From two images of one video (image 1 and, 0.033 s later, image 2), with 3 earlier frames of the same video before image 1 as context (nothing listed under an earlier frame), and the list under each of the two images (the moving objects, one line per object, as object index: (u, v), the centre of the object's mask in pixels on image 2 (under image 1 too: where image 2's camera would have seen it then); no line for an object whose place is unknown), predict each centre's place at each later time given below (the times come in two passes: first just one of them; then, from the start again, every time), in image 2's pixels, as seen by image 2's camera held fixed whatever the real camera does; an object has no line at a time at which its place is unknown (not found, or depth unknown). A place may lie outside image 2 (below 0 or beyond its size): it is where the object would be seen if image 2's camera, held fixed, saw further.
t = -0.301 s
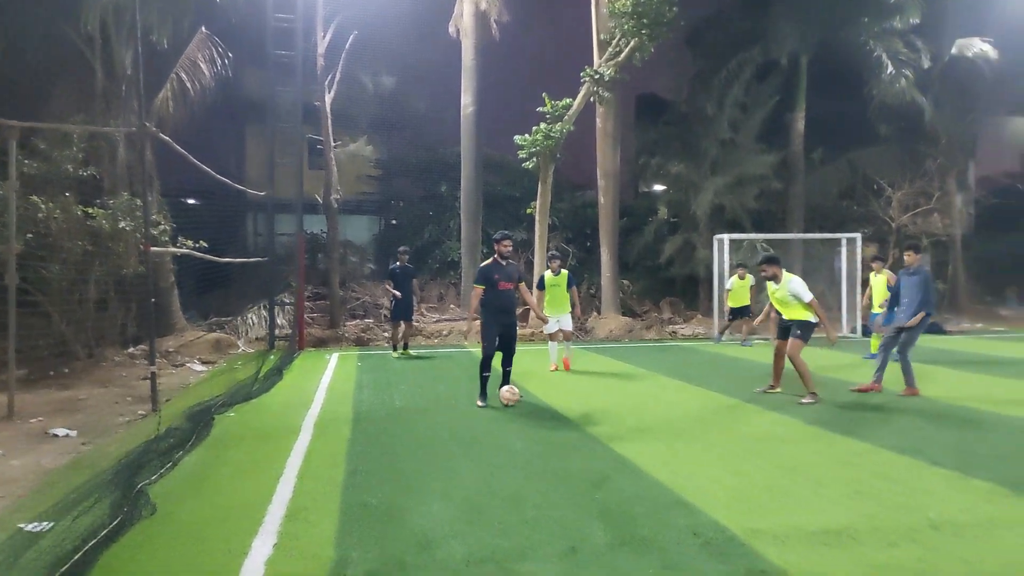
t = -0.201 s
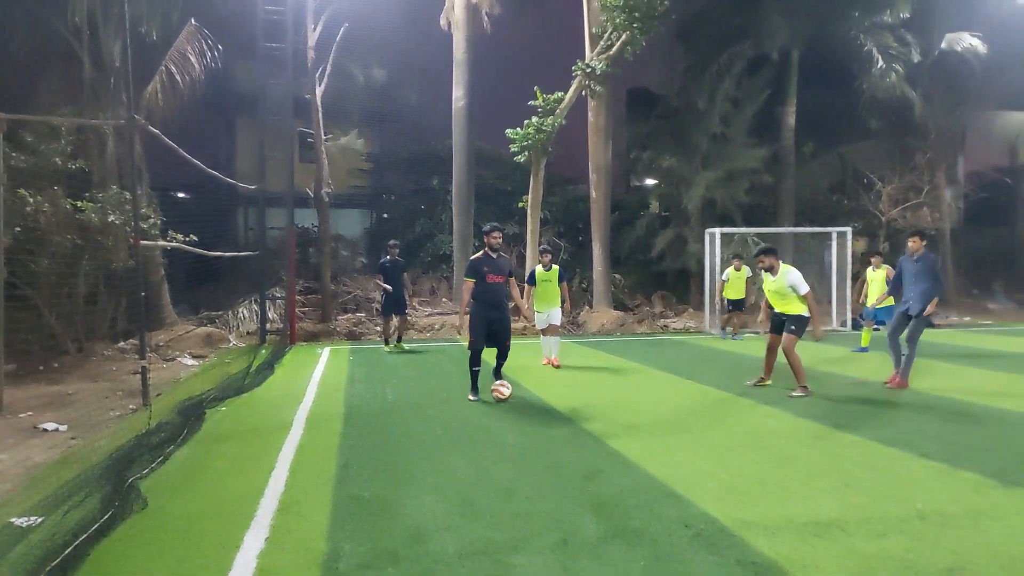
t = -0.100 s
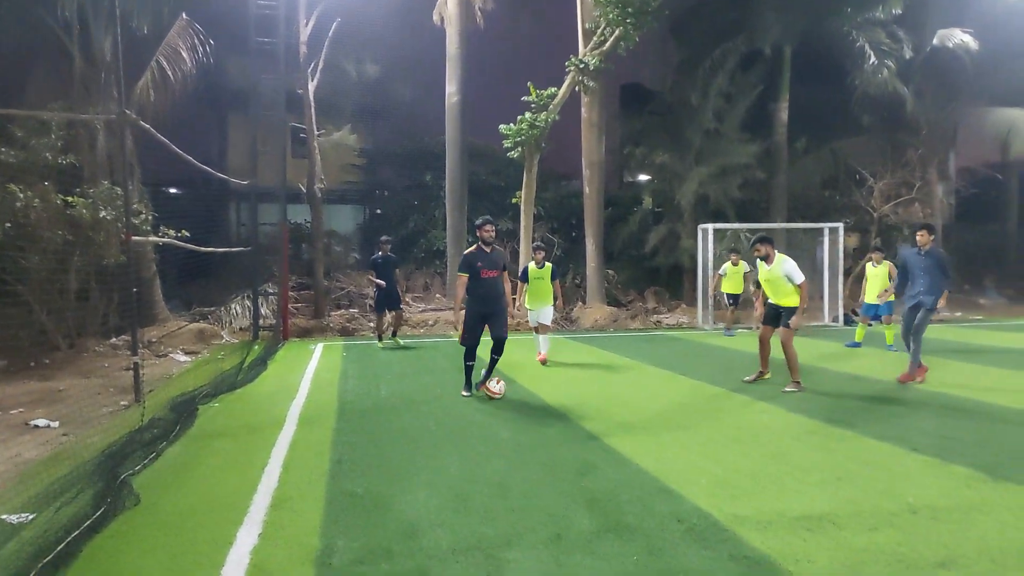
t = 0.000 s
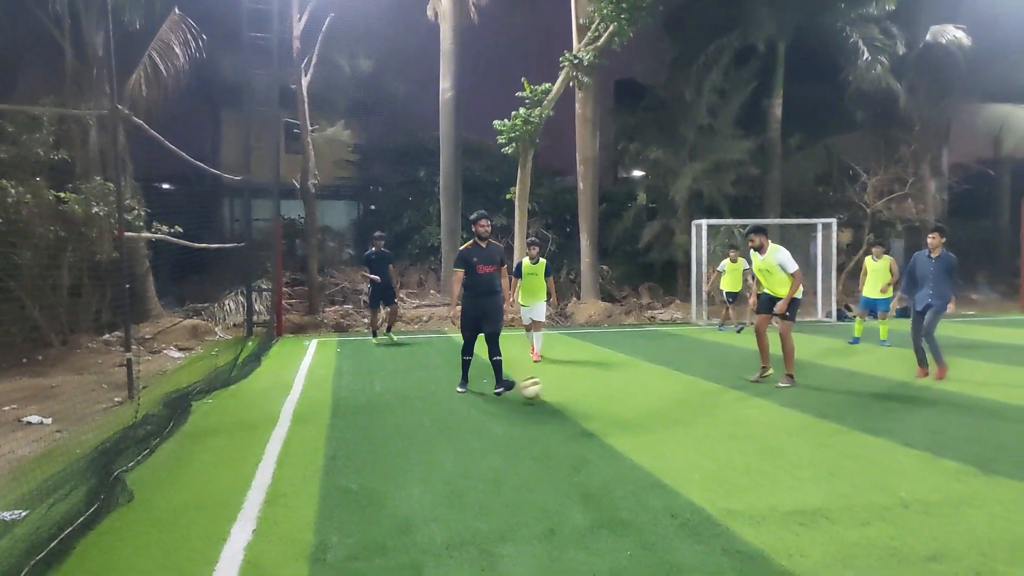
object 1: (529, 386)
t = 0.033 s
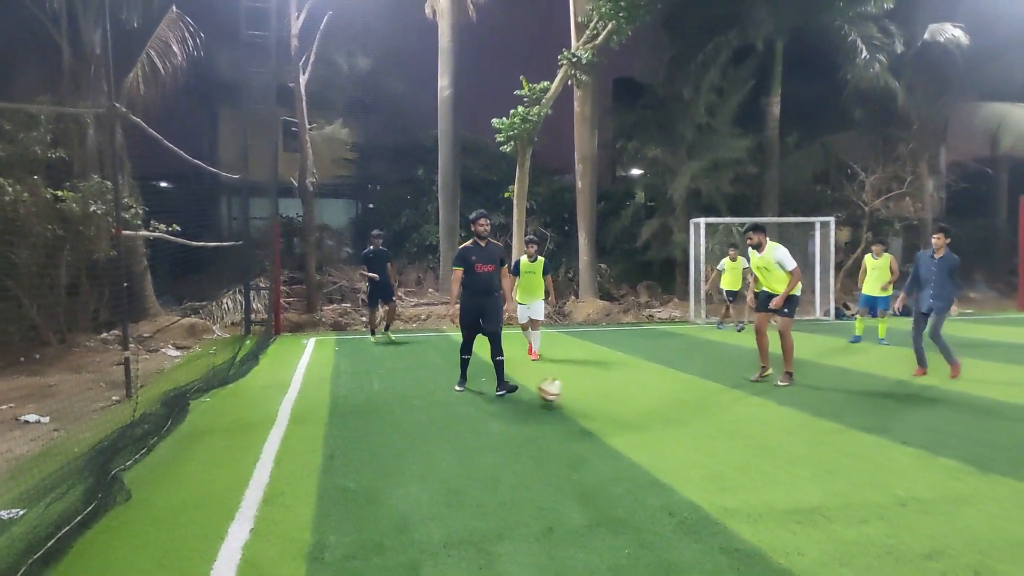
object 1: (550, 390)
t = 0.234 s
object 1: (727, 442)
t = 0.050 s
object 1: (561, 392)
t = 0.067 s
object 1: (572, 394)
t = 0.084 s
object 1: (585, 398)
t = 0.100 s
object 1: (598, 400)
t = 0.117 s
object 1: (611, 404)
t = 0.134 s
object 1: (627, 410)
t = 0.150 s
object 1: (643, 414)
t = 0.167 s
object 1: (658, 419)
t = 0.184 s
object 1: (675, 425)
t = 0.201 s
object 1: (693, 433)
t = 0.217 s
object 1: (711, 439)
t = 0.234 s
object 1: (727, 442)
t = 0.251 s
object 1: (744, 443)
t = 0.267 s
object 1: (760, 445)
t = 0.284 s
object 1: (778, 448)
